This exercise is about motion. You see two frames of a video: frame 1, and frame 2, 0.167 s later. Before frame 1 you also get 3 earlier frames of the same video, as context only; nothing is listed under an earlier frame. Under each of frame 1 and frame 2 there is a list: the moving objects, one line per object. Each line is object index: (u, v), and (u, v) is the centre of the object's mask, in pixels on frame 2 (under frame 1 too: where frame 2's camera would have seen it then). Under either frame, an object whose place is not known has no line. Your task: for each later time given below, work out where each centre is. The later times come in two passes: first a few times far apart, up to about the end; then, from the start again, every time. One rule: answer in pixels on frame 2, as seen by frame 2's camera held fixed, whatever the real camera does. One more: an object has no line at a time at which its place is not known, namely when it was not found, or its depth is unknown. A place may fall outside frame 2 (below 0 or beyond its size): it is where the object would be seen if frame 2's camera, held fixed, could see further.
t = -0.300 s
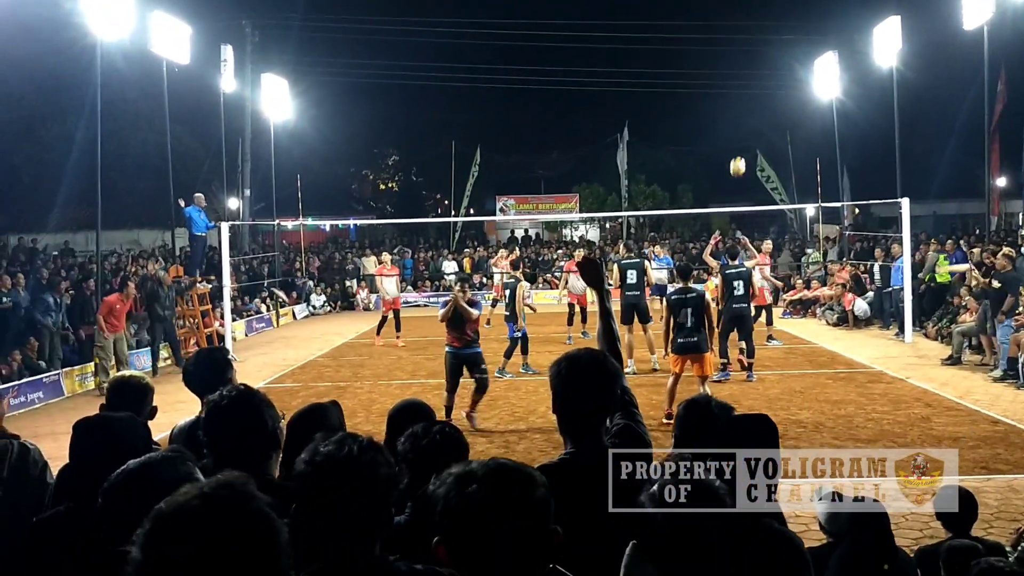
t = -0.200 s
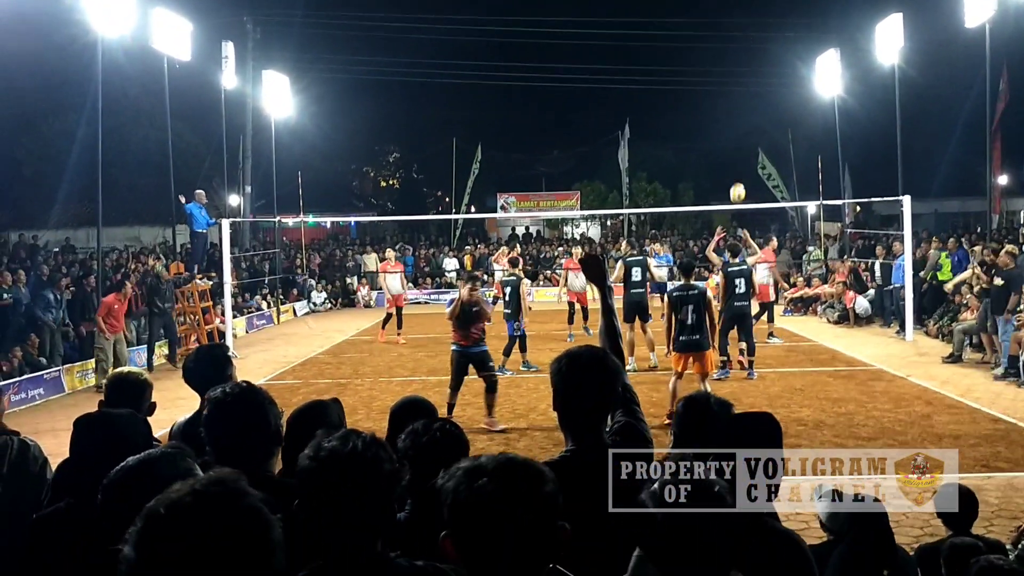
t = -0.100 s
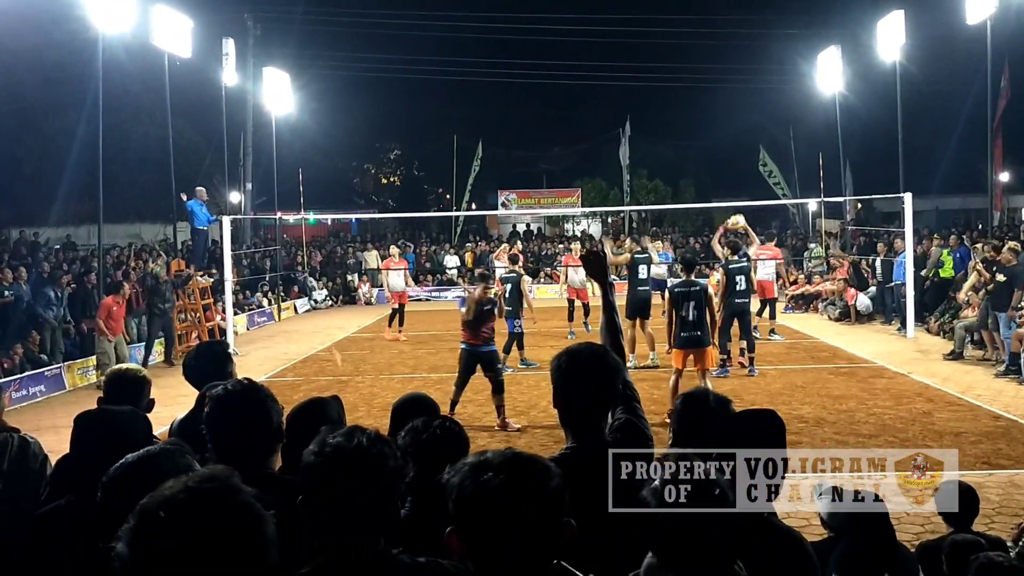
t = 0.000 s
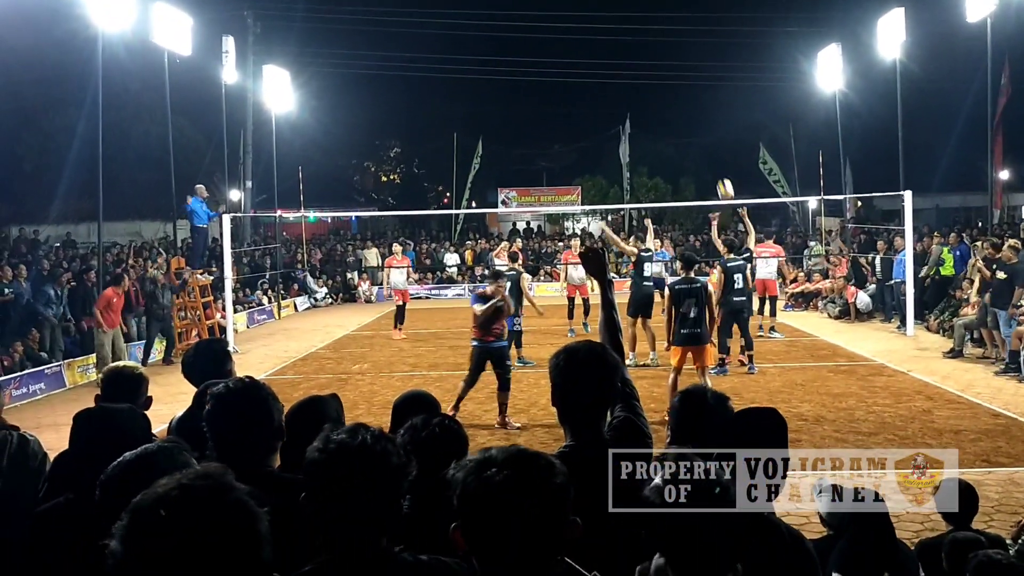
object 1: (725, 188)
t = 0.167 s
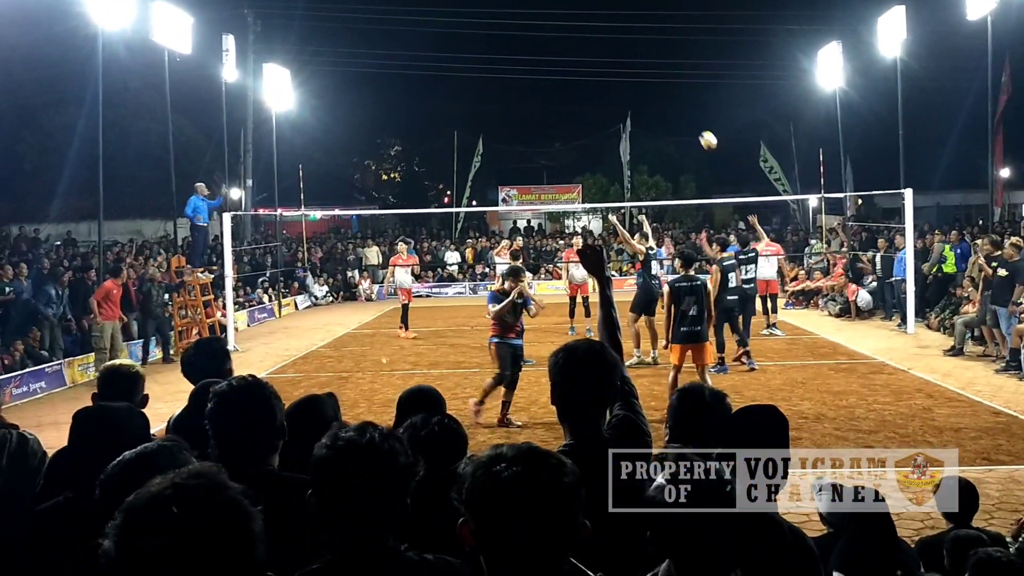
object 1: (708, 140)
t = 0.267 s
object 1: (698, 121)
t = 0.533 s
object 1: (674, 103)
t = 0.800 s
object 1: (651, 130)
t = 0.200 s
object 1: (705, 133)
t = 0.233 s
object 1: (701, 127)
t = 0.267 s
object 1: (698, 121)
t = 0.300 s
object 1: (694, 116)
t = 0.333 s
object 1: (691, 112)
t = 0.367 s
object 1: (688, 109)
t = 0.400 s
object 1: (685, 106)
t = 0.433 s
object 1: (682, 104)
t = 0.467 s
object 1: (679, 103)
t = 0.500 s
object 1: (677, 103)
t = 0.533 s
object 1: (674, 103)
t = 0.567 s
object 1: (671, 104)
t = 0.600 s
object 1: (668, 106)
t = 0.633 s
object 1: (665, 108)
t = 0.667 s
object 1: (662, 111)
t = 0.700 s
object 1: (659, 115)
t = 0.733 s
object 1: (657, 119)
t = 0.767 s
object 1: (654, 125)
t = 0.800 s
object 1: (651, 130)
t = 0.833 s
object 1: (648, 137)
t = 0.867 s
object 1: (646, 144)
